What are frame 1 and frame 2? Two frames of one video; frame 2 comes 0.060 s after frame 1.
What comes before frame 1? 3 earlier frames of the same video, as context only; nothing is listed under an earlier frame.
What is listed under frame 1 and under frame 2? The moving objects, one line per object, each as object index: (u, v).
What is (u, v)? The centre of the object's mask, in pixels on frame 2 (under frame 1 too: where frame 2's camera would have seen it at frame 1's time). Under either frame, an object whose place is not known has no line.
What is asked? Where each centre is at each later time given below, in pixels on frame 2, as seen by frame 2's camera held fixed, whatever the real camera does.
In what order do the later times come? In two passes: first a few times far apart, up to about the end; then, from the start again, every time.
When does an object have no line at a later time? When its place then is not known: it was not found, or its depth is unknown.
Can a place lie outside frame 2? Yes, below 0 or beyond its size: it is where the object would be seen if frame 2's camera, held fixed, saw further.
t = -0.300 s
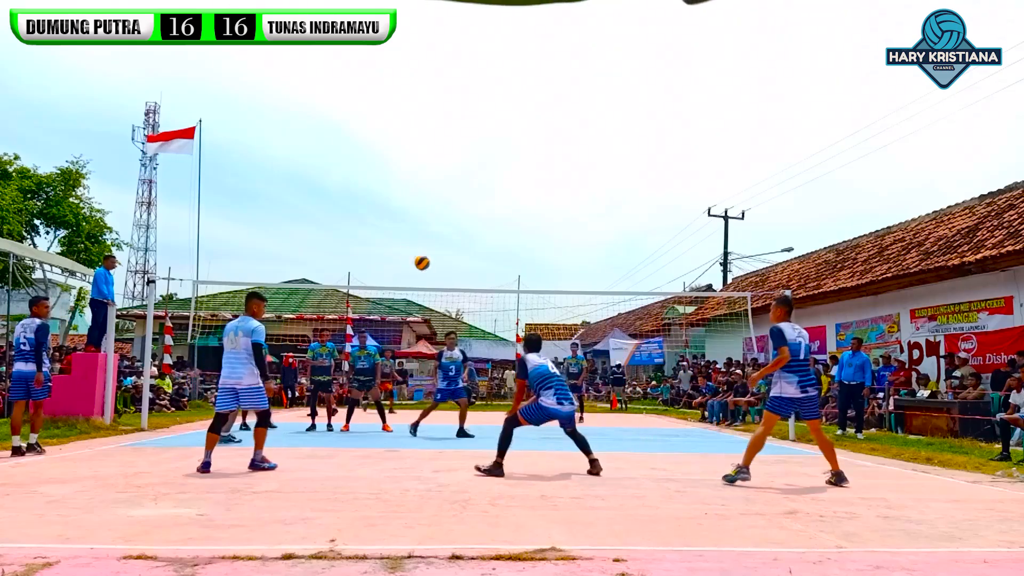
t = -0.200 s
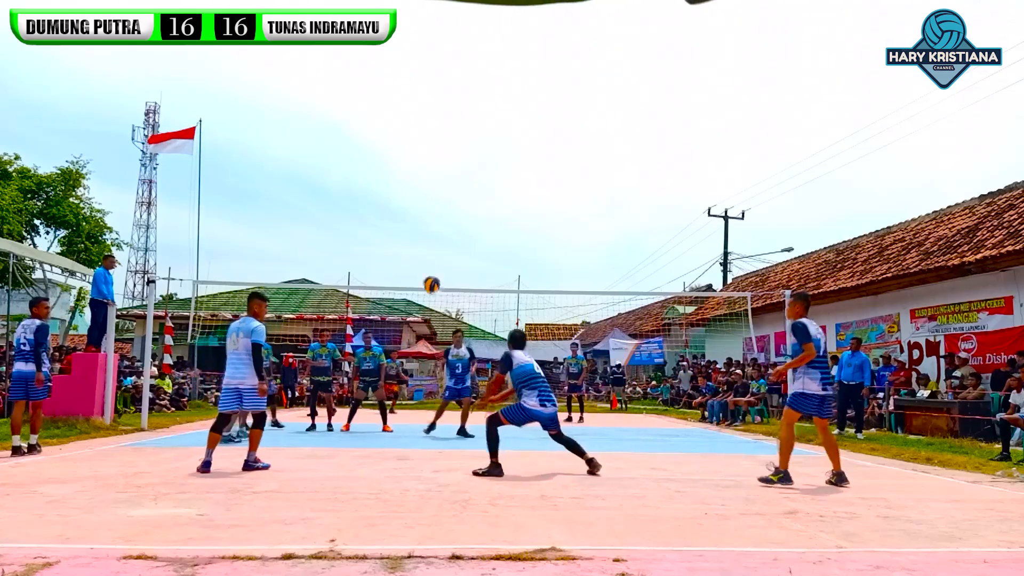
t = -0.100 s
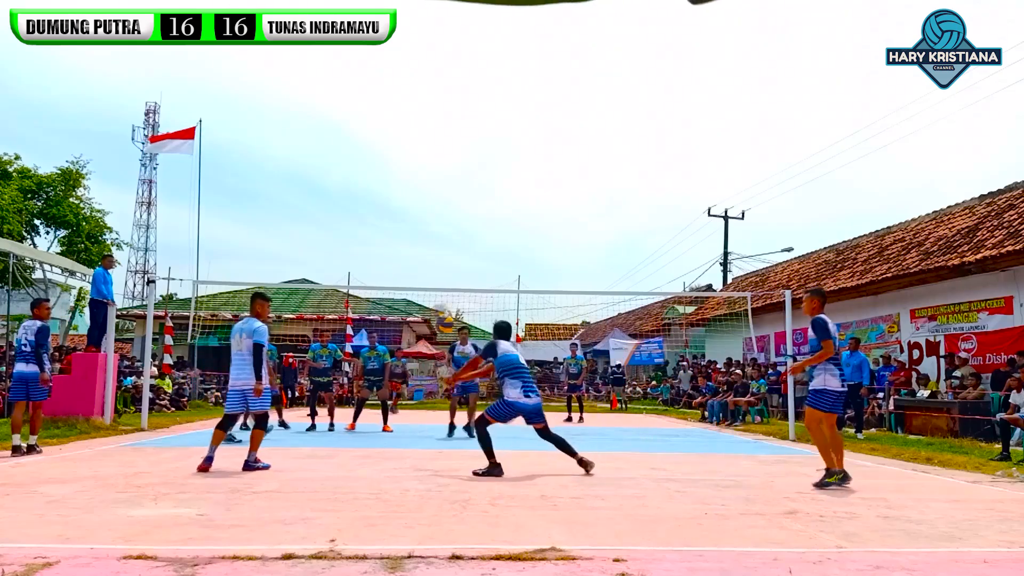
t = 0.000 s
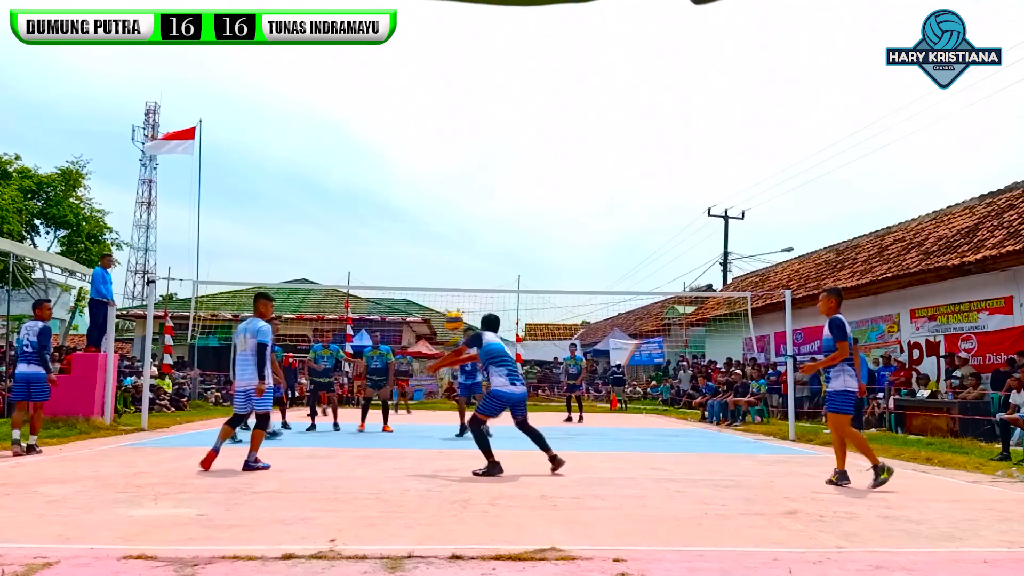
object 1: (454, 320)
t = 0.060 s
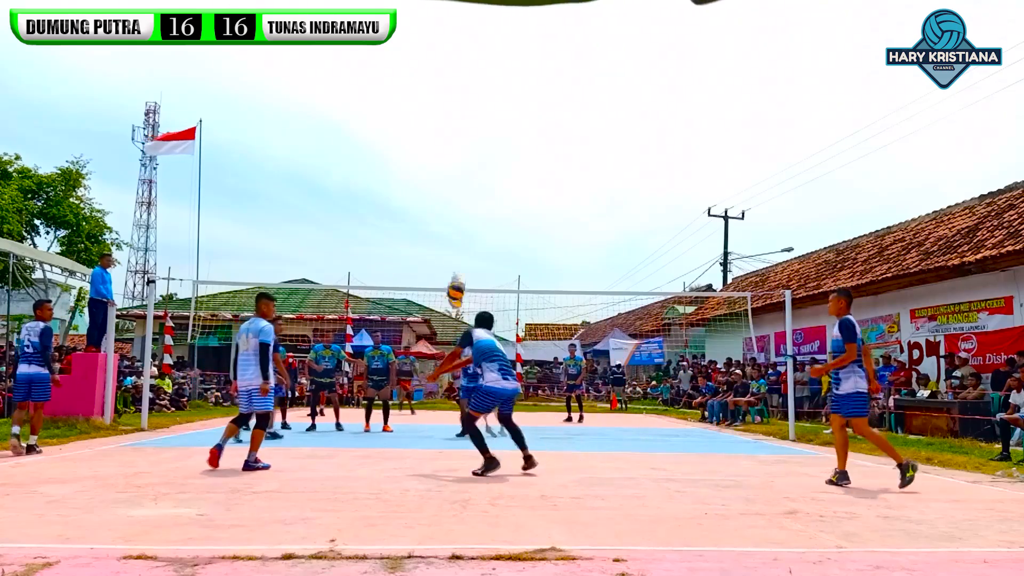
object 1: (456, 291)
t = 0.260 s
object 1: (461, 200)
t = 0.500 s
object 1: (469, 147)
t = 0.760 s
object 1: (477, 144)
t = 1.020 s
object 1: (483, 186)
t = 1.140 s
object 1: (485, 219)
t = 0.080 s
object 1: (455, 279)
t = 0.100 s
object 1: (456, 269)
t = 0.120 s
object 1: (457, 259)
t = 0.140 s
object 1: (457, 249)
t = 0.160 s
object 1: (458, 237)
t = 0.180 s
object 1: (459, 230)
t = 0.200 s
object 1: (459, 222)
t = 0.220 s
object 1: (460, 214)
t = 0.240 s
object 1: (461, 207)
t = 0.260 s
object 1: (461, 200)
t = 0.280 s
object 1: (462, 193)
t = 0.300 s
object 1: (463, 187)
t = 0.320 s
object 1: (464, 181)
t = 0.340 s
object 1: (464, 175)
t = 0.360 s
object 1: (465, 171)
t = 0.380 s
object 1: (466, 166)
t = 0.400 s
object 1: (466, 162)
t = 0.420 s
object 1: (467, 158)
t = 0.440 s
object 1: (468, 155)
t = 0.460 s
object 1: (468, 152)
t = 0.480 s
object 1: (469, 149)
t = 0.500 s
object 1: (469, 147)
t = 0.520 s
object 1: (470, 144)
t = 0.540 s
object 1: (471, 143)
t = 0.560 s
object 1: (471, 142)
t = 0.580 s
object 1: (472, 140)
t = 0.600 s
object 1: (472, 139)
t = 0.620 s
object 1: (473, 139)
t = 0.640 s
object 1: (473, 139)
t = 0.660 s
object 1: (474, 139)
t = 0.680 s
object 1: (475, 139)
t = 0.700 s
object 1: (475, 140)
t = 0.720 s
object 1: (476, 141)
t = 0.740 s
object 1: (476, 142)
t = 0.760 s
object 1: (477, 144)
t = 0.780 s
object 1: (477, 145)
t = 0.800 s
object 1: (478, 147)
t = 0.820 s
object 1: (478, 150)
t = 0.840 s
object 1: (479, 152)
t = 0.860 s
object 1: (479, 155)
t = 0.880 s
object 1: (480, 158)
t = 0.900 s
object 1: (480, 161)
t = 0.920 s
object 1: (481, 165)
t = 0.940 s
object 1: (481, 169)
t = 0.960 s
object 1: (482, 173)
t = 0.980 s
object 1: (482, 177)
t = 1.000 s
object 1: (482, 181)
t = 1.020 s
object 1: (483, 186)
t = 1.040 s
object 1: (483, 191)
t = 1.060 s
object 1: (484, 196)
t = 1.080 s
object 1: (484, 202)
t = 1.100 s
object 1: (485, 207)
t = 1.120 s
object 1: (485, 214)
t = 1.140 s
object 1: (485, 219)
